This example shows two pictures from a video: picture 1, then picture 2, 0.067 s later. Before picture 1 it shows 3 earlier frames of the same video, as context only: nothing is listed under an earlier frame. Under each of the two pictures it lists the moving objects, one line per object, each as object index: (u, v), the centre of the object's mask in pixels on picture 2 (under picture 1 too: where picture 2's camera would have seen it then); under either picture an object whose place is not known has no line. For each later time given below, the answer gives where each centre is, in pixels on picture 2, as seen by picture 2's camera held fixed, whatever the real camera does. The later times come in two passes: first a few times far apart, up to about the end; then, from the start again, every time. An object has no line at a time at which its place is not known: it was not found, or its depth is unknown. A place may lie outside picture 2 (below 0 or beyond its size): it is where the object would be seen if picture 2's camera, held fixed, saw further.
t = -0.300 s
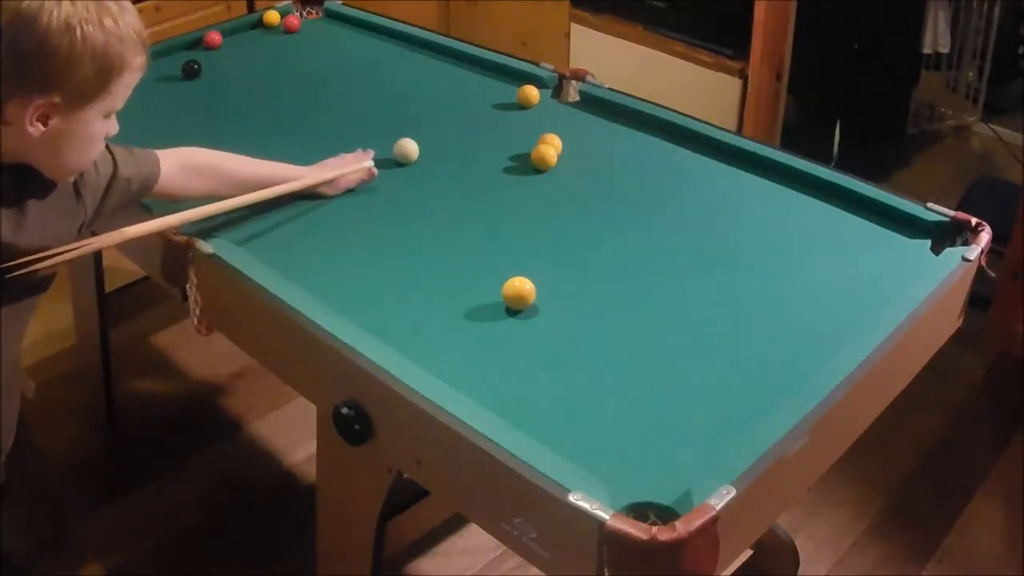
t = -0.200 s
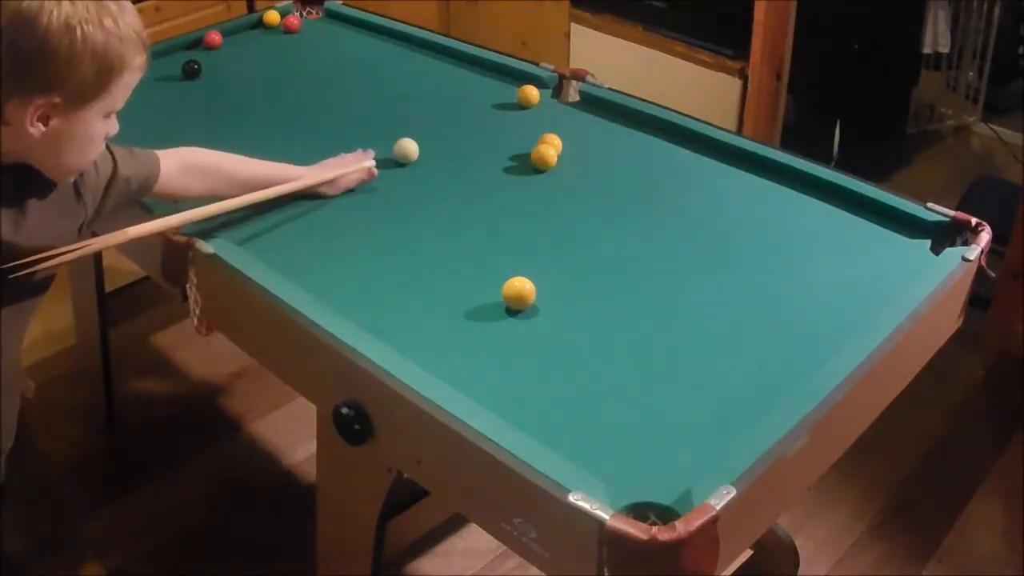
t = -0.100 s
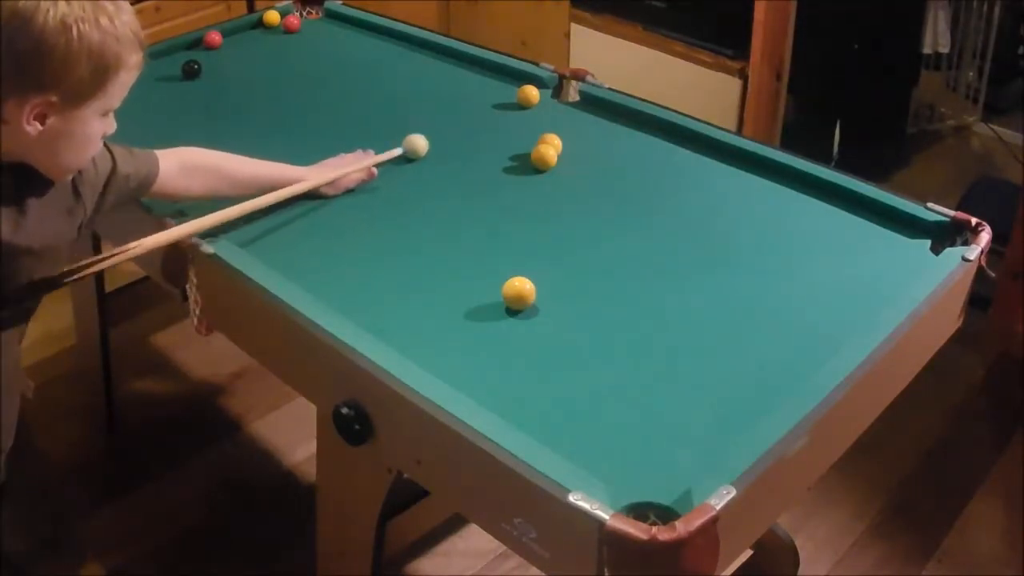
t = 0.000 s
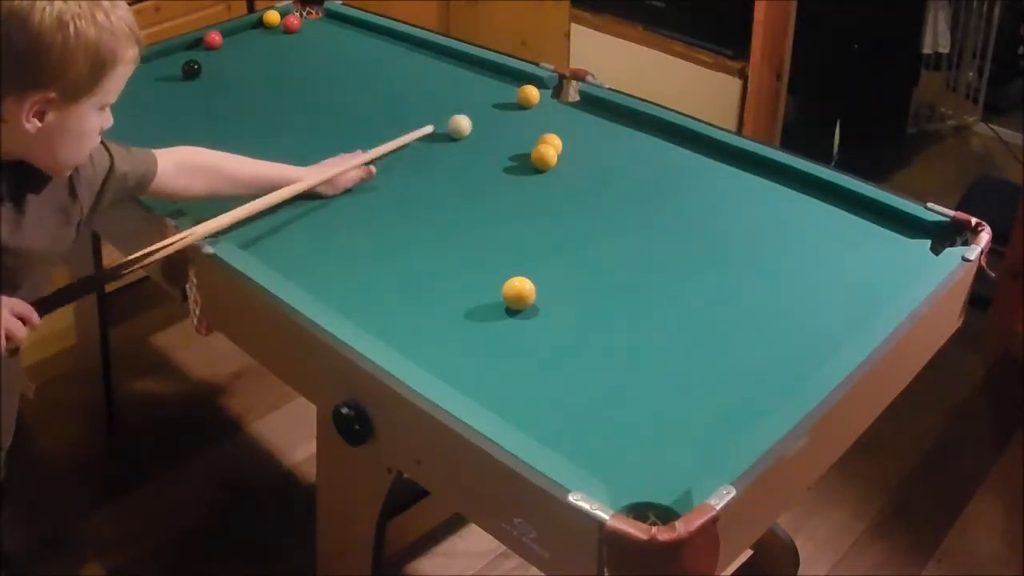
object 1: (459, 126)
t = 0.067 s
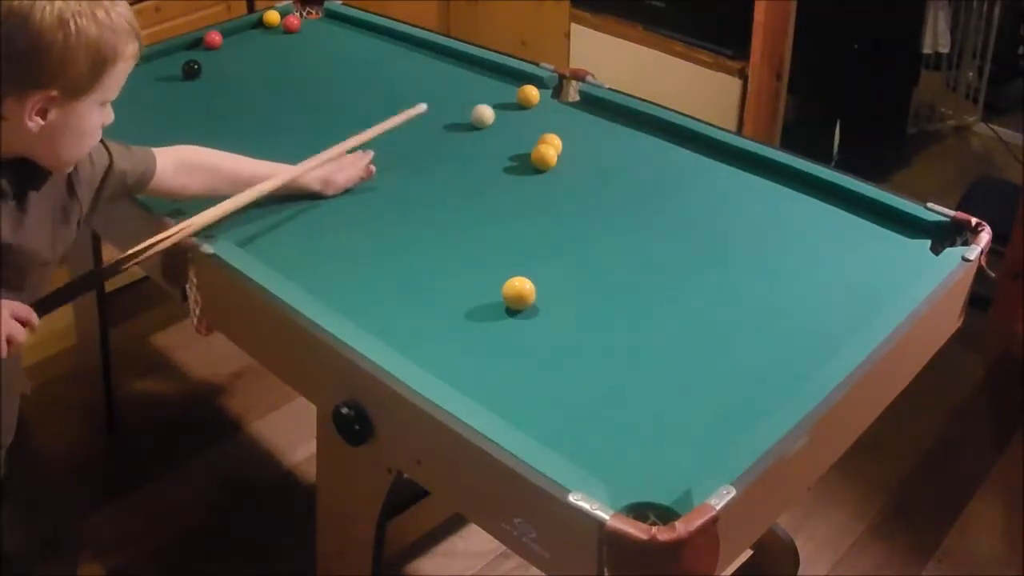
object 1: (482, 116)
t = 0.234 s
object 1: (511, 99)
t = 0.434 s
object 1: (519, 90)
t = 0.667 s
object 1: (525, 82)
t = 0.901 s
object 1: (519, 79)
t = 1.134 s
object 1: (512, 78)
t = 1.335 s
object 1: (509, 78)
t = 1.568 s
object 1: (509, 78)
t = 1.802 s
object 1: (509, 78)
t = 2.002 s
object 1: (509, 78)
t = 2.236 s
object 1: (509, 78)
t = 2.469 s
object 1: (509, 78)
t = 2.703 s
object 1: (509, 78)
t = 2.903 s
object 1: (509, 78)
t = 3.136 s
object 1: (509, 78)
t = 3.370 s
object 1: (509, 78)
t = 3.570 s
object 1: (509, 78)
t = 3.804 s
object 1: (509, 78)
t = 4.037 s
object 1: (509, 78)
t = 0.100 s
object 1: (493, 111)
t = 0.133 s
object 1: (503, 106)
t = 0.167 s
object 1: (511, 102)
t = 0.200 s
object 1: (511, 101)
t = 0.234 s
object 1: (511, 99)
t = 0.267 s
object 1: (513, 98)
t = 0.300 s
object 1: (514, 96)
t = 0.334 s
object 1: (515, 95)
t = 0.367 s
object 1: (517, 93)
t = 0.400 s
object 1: (517, 92)
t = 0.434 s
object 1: (519, 90)
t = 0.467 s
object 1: (519, 89)
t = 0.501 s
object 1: (521, 88)
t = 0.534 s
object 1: (521, 87)
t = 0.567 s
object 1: (523, 85)
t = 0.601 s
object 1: (523, 84)
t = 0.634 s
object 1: (524, 83)
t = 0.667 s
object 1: (525, 82)
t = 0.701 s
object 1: (526, 81)
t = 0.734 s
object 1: (526, 80)
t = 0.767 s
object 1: (525, 79)
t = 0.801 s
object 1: (524, 79)
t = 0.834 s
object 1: (522, 79)
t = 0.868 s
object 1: (521, 79)
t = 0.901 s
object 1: (519, 79)
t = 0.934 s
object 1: (518, 79)
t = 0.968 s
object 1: (517, 79)
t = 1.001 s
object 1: (516, 79)
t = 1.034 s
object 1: (515, 79)
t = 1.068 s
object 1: (514, 79)
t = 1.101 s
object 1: (513, 79)
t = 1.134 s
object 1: (512, 78)
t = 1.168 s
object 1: (511, 78)
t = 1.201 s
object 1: (511, 78)
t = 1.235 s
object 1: (510, 78)
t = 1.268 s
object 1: (510, 78)
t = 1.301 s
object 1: (509, 78)
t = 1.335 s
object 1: (509, 78)
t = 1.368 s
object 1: (509, 78)
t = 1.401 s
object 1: (509, 78)
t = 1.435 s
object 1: (509, 78)
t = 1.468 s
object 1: (509, 78)
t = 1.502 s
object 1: (509, 78)
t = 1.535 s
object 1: (509, 78)
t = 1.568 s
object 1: (509, 78)
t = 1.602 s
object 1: (509, 78)
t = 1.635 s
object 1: (509, 78)
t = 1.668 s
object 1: (509, 78)
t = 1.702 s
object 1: (509, 78)
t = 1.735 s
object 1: (509, 78)
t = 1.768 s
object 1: (509, 78)
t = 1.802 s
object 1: (509, 78)
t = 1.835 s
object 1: (509, 78)
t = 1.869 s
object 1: (509, 78)
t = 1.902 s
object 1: (509, 78)
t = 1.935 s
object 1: (509, 78)
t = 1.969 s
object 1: (509, 78)
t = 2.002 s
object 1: (509, 78)
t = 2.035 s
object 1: (509, 78)
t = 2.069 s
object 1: (509, 78)
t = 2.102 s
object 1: (509, 78)
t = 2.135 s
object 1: (509, 78)
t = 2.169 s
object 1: (509, 78)
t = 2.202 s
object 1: (509, 78)
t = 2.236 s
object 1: (509, 78)
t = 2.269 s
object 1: (509, 78)
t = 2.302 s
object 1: (509, 78)
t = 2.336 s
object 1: (509, 78)
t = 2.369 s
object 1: (509, 78)
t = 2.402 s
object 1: (509, 78)
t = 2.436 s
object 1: (509, 78)
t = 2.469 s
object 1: (509, 78)
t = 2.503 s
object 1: (509, 78)
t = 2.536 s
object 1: (509, 78)
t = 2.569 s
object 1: (509, 78)
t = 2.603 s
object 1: (509, 78)
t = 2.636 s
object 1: (509, 78)
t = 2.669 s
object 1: (509, 78)
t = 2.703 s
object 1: (509, 78)
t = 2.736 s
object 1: (509, 78)
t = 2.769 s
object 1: (509, 78)
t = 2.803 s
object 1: (509, 78)
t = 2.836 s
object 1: (509, 78)
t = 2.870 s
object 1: (509, 78)
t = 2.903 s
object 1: (509, 78)
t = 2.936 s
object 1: (509, 78)
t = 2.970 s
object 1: (509, 78)
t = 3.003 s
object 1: (509, 78)
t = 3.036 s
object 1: (509, 78)
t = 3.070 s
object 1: (509, 78)
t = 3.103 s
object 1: (509, 78)
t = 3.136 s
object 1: (509, 78)
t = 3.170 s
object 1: (509, 78)
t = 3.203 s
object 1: (509, 78)
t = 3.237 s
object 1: (509, 78)
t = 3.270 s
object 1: (509, 78)
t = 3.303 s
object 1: (509, 78)
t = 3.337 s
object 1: (509, 78)
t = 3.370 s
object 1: (509, 78)
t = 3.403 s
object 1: (509, 78)
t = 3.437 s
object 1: (509, 78)
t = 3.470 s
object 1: (509, 78)
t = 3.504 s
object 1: (509, 78)
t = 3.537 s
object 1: (509, 78)
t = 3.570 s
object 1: (509, 78)
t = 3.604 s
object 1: (509, 78)
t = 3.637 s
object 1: (509, 78)
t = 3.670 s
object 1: (509, 78)
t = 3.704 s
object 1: (509, 78)
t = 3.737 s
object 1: (509, 78)
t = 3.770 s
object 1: (509, 78)
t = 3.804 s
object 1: (509, 78)
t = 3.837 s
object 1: (509, 78)
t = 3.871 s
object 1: (509, 78)
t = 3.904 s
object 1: (509, 78)
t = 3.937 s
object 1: (509, 78)
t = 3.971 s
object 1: (509, 78)
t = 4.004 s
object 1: (509, 78)
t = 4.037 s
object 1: (509, 78)
